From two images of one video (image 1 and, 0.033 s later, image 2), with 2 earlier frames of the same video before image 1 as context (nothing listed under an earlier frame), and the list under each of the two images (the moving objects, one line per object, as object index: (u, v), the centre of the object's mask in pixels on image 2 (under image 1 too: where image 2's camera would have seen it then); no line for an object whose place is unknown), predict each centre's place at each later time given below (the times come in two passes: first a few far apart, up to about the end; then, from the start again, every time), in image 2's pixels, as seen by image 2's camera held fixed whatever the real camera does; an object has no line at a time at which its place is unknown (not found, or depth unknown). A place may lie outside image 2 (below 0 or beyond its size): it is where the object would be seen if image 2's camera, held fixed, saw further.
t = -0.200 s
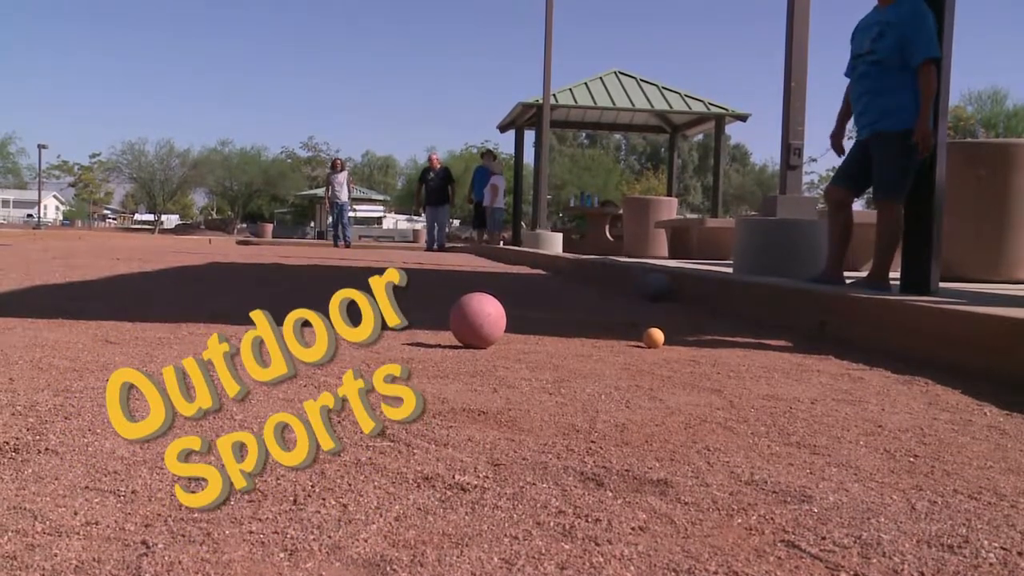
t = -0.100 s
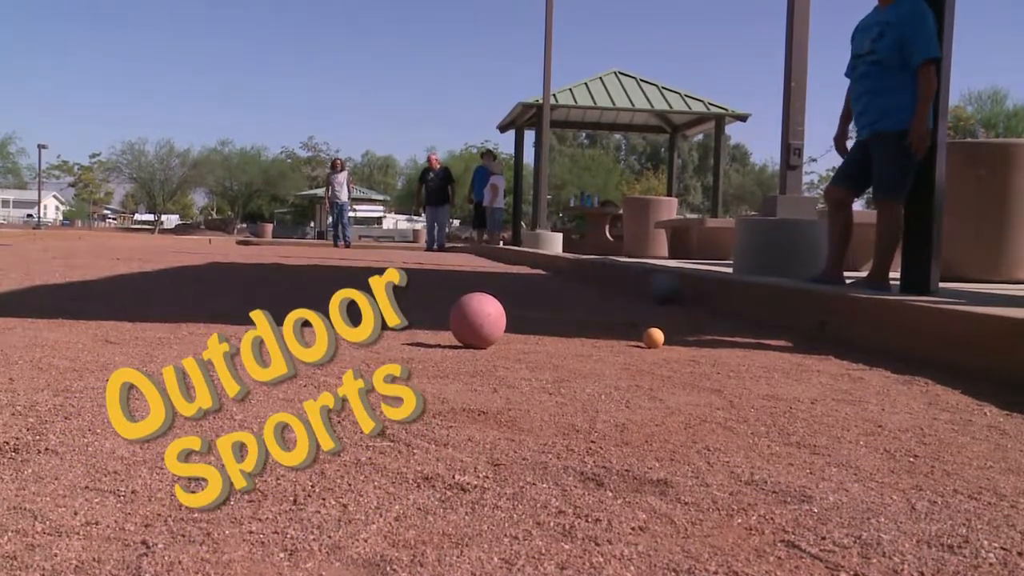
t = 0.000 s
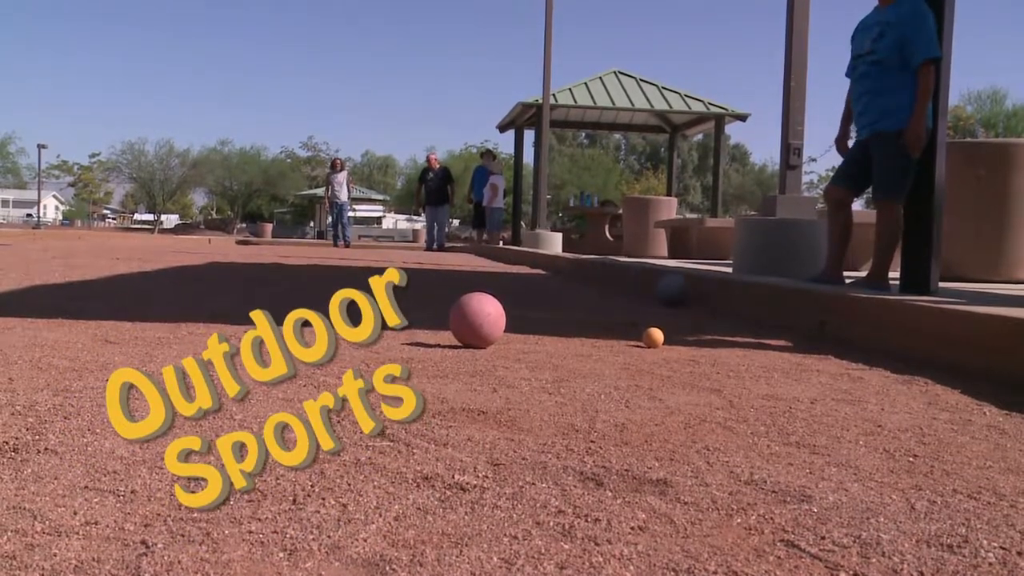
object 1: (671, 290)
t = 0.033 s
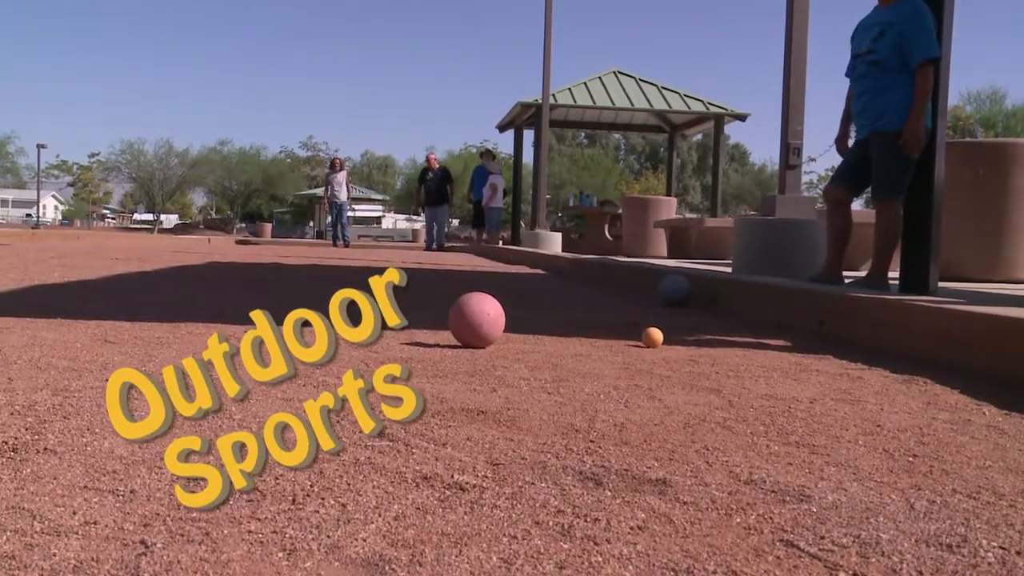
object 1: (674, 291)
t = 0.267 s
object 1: (698, 296)
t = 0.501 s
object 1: (717, 304)
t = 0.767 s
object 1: (742, 307)
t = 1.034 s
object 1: (772, 314)
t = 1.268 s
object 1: (793, 319)
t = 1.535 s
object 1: (812, 327)
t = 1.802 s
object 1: (830, 332)
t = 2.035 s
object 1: (839, 335)
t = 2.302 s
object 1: (845, 338)
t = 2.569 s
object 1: (850, 341)
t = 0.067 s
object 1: (677, 291)
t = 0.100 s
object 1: (680, 291)
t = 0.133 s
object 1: (683, 292)
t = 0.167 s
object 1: (687, 292)
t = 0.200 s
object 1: (693, 294)
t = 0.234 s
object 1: (693, 294)
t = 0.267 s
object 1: (698, 296)
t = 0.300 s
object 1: (701, 299)
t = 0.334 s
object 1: (704, 300)
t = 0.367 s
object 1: (706, 301)
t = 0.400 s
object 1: (707, 301)
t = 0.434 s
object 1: (710, 302)
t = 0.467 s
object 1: (712, 303)
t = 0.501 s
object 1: (717, 304)
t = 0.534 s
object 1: (719, 304)
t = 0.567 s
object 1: (722, 304)
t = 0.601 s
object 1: (725, 305)
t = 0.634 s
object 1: (729, 306)
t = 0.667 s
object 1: (733, 306)
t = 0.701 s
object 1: (736, 307)
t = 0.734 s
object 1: (738, 306)
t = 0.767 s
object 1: (742, 307)
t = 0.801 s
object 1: (745, 306)
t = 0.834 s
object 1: (750, 308)
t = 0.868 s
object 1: (755, 309)
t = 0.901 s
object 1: (757, 309)
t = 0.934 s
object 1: (762, 310)
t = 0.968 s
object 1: (765, 310)
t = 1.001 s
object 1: (769, 314)
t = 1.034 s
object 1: (772, 314)
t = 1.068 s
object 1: (776, 313)
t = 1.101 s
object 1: (779, 315)
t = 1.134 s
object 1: (782, 316)
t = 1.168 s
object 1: (785, 317)
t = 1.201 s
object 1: (787, 318)
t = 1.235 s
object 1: (789, 319)
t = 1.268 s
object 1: (793, 319)
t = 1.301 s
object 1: (796, 321)
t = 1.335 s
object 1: (797, 321)
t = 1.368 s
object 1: (800, 322)
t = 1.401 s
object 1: (801, 323)
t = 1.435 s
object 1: (804, 323)
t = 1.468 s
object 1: (807, 325)
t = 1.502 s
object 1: (810, 326)
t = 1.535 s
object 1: (812, 327)
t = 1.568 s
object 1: (814, 328)
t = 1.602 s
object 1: (818, 329)
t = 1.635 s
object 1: (820, 330)
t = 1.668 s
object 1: (822, 330)
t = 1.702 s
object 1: (825, 331)
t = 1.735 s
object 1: (827, 331)
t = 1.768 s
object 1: (829, 332)
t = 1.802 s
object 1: (830, 332)
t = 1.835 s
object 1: (832, 333)
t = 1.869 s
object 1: (833, 333)
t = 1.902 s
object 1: (834, 334)
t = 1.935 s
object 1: (836, 334)
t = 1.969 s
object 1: (837, 334)
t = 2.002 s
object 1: (838, 335)
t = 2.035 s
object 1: (839, 335)
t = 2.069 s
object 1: (840, 336)
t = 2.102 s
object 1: (841, 336)
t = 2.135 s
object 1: (842, 336)
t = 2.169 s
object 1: (843, 337)
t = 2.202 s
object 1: (844, 337)
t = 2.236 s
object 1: (845, 337)
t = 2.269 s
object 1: (845, 338)
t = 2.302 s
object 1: (845, 338)
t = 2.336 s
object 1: (845, 339)
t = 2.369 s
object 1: (845, 340)
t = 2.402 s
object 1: (845, 340)
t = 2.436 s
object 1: (846, 340)
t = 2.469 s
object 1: (847, 340)
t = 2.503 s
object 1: (848, 340)
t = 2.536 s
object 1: (849, 340)
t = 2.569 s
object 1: (850, 341)
